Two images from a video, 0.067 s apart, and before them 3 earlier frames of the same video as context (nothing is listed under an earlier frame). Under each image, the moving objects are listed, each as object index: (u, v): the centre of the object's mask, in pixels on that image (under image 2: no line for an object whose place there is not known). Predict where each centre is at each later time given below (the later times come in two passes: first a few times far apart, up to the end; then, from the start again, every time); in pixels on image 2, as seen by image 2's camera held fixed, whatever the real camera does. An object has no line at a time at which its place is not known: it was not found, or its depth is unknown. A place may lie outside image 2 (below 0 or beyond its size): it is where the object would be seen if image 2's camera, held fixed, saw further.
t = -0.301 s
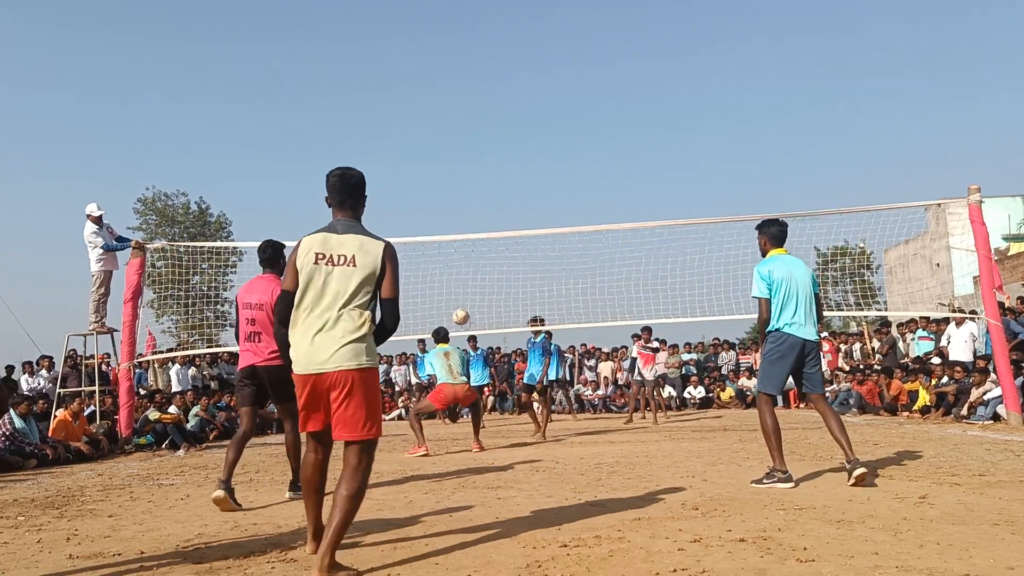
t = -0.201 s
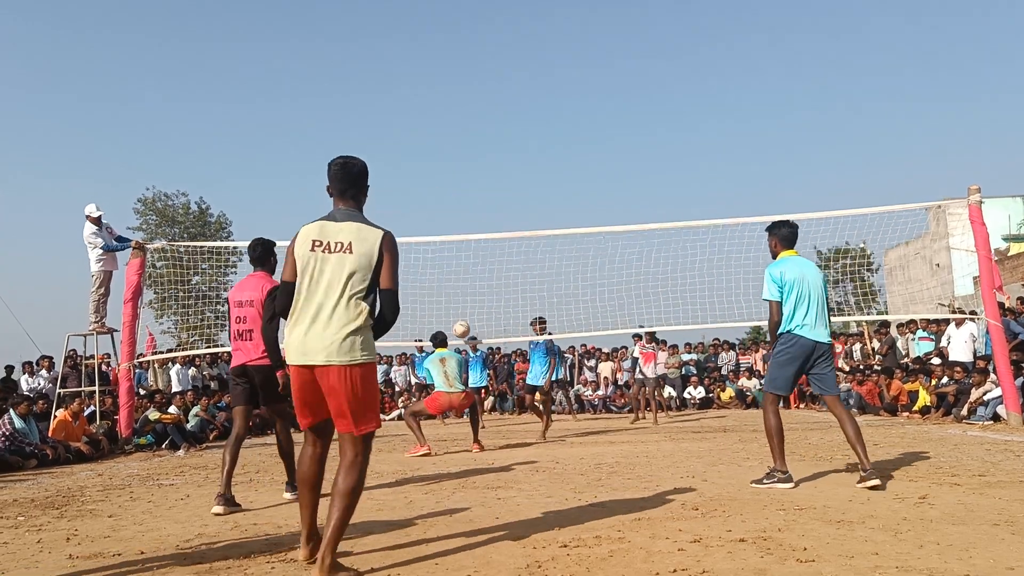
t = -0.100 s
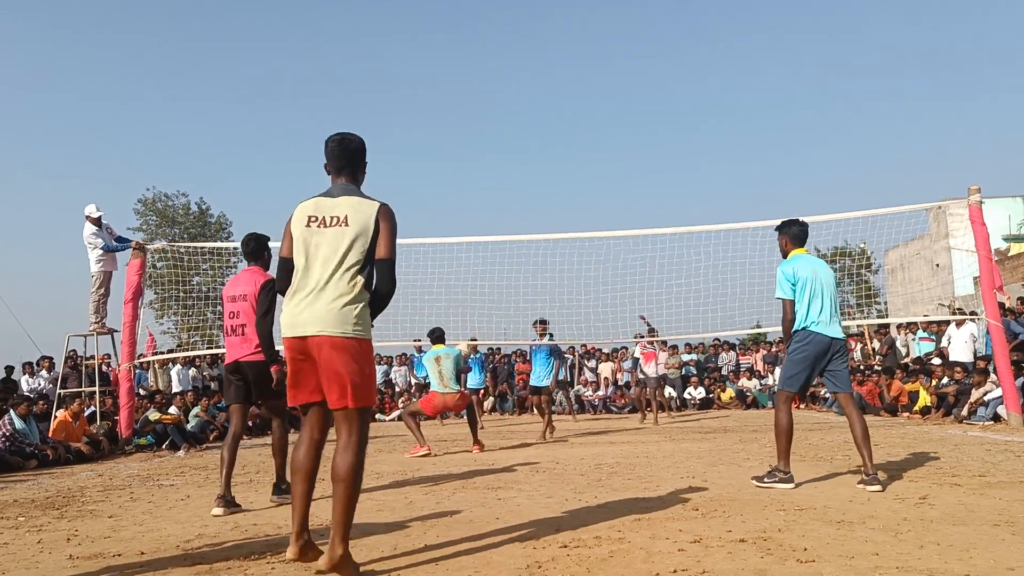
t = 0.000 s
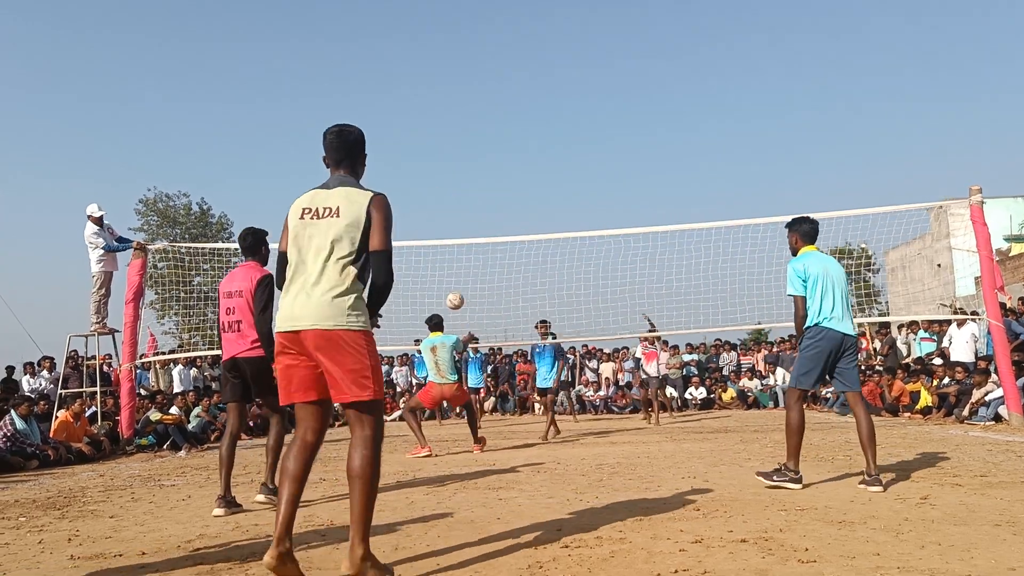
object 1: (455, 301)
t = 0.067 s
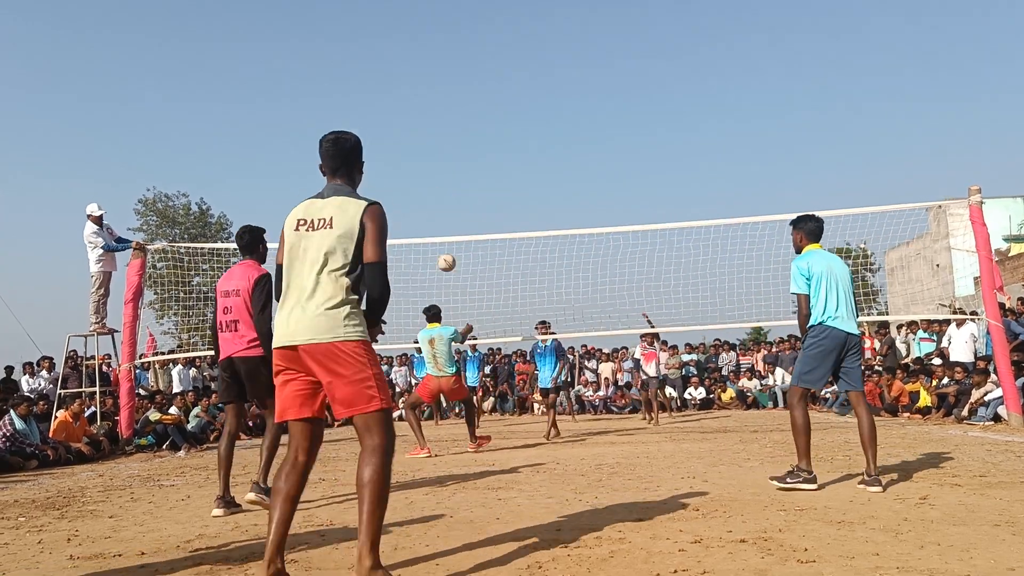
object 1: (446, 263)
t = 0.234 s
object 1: (426, 178)
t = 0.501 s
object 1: (387, 80)
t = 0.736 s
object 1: (342, 43)
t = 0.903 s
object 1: (302, 55)
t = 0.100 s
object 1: (443, 245)
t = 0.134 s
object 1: (439, 227)
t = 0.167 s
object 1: (434, 210)
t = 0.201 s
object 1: (430, 194)
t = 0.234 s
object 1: (426, 178)
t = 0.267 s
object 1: (422, 163)
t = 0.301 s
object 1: (417, 149)
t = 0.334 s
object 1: (412, 136)
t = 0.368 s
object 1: (408, 123)
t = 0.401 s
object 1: (403, 111)
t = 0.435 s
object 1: (398, 100)
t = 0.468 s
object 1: (392, 90)
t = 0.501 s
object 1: (387, 80)
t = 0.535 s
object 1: (381, 72)
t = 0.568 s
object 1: (375, 64)
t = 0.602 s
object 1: (369, 58)
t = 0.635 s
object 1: (363, 53)
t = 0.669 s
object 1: (356, 48)
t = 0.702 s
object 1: (350, 45)
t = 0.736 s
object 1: (342, 43)
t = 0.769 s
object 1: (335, 42)
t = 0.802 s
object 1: (327, 43)
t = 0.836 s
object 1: (319, 46)
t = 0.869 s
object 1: (311, 50)
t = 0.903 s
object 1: (302, 55)
